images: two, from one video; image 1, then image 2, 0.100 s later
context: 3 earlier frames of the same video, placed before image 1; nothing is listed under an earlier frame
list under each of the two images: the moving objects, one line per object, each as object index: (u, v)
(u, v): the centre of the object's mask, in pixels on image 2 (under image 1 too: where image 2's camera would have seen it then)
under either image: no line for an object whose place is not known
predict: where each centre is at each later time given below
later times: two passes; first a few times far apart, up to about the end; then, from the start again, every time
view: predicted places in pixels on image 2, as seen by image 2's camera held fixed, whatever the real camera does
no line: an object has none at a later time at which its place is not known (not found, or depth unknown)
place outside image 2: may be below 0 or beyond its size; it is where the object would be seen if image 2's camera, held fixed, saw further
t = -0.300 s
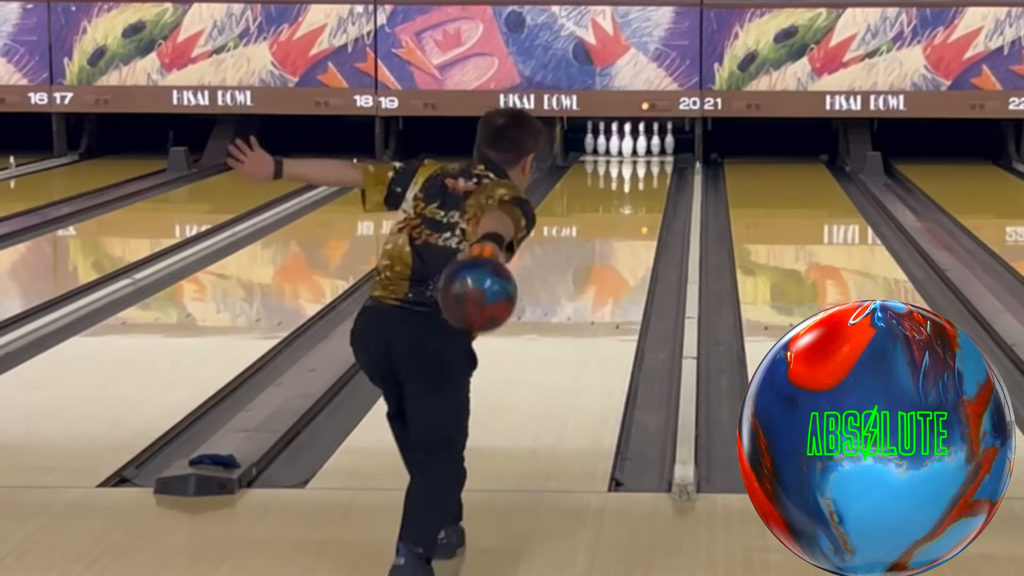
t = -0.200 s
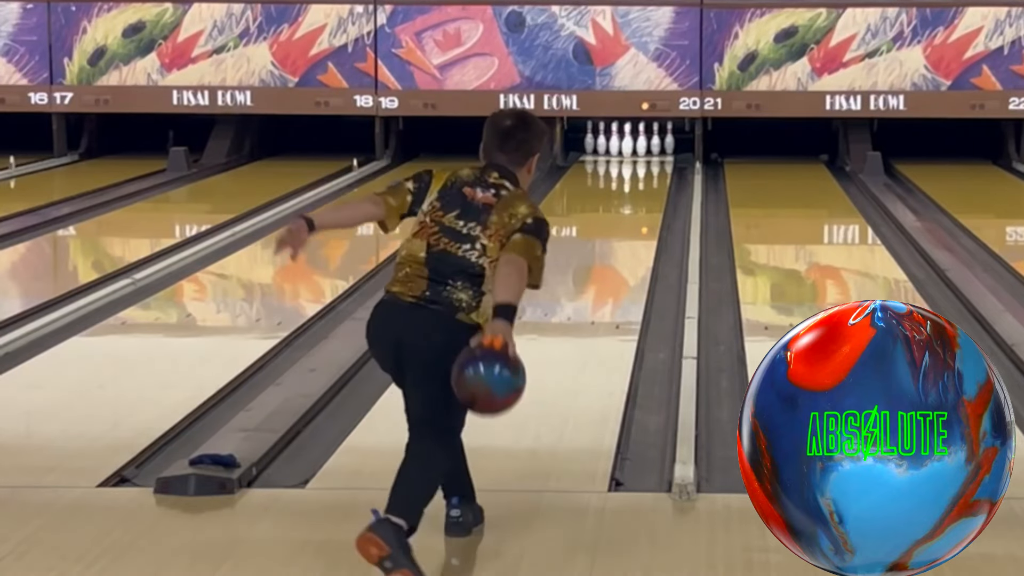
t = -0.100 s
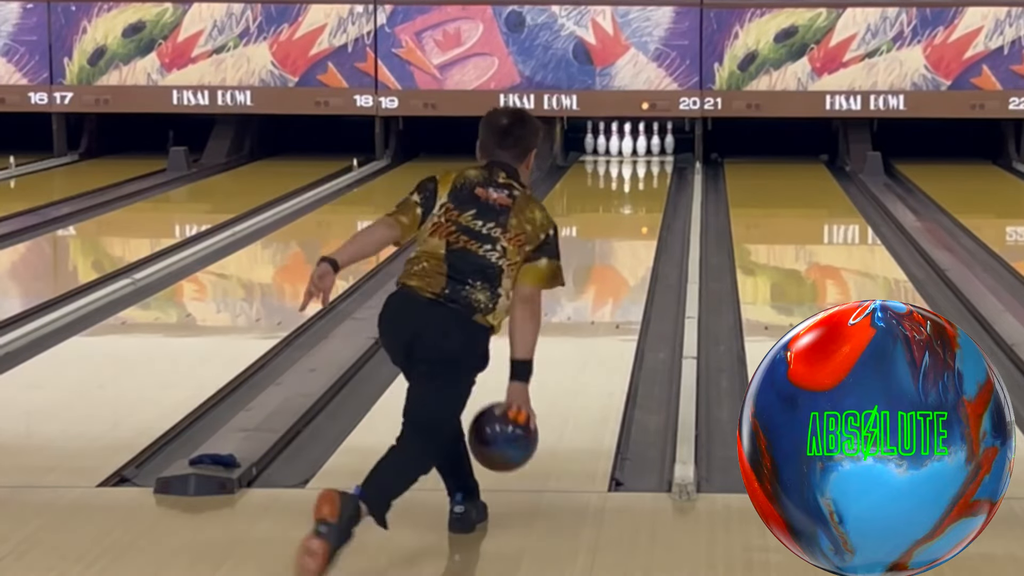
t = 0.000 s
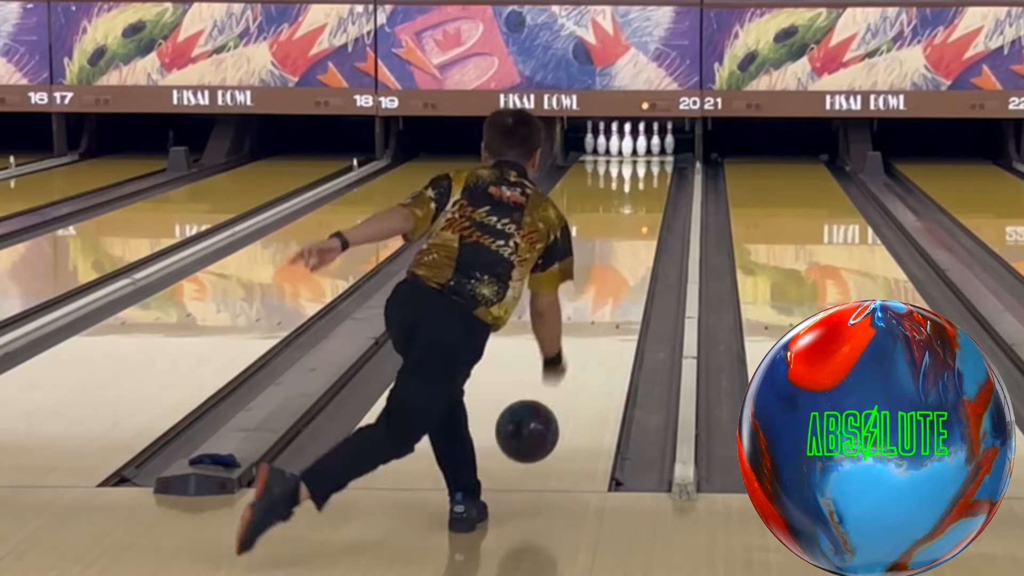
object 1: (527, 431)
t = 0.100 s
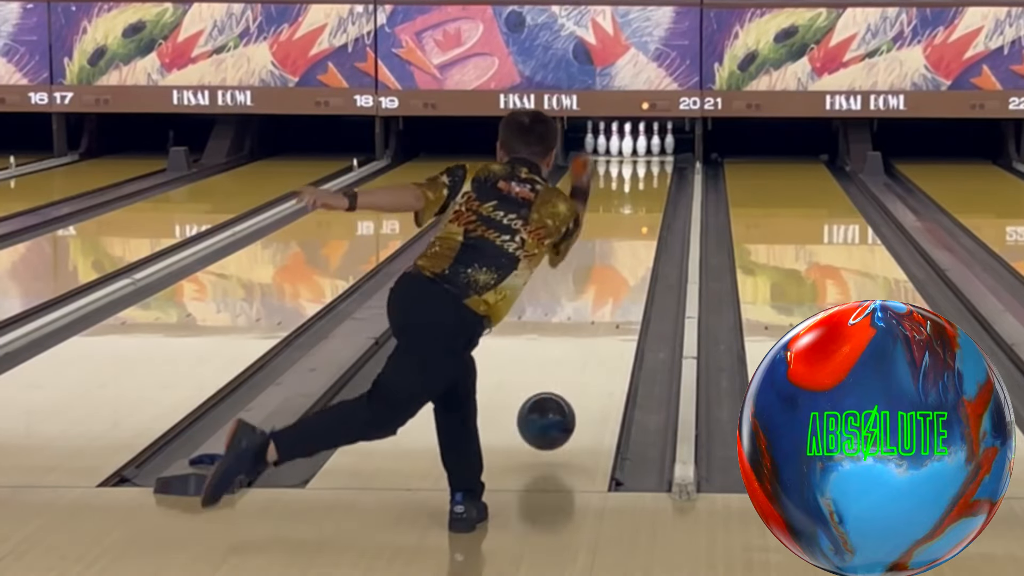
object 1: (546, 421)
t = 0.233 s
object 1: (567, 391)
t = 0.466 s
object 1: (594, 334)
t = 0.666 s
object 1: (611, 297)
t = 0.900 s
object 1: (626, 264)
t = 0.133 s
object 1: (552, 422)
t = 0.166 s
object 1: (557, 408)
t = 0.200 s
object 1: (562, 398)
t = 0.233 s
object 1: (567, 391)
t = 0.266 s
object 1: (571, 381)
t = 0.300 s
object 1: (576, 372)
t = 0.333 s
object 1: (580, 364)
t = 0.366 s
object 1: (584, 356)
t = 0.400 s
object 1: (588, 348)
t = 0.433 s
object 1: (591, 341)
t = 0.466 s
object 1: (594, 334)
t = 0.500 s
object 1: (598, 327)
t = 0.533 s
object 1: (601, 320)
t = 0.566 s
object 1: (604, 314)
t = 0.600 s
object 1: (606, 308)
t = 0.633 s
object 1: (609, 303)
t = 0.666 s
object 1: (611, 297)
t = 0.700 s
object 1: (614, 292)
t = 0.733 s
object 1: (616, 287)
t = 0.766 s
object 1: (618, 282)
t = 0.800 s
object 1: (620, 277)
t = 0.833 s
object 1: (622, 273)
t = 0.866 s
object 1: (624, 268)
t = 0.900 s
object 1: (626, 264)
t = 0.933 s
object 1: (628, 260)
